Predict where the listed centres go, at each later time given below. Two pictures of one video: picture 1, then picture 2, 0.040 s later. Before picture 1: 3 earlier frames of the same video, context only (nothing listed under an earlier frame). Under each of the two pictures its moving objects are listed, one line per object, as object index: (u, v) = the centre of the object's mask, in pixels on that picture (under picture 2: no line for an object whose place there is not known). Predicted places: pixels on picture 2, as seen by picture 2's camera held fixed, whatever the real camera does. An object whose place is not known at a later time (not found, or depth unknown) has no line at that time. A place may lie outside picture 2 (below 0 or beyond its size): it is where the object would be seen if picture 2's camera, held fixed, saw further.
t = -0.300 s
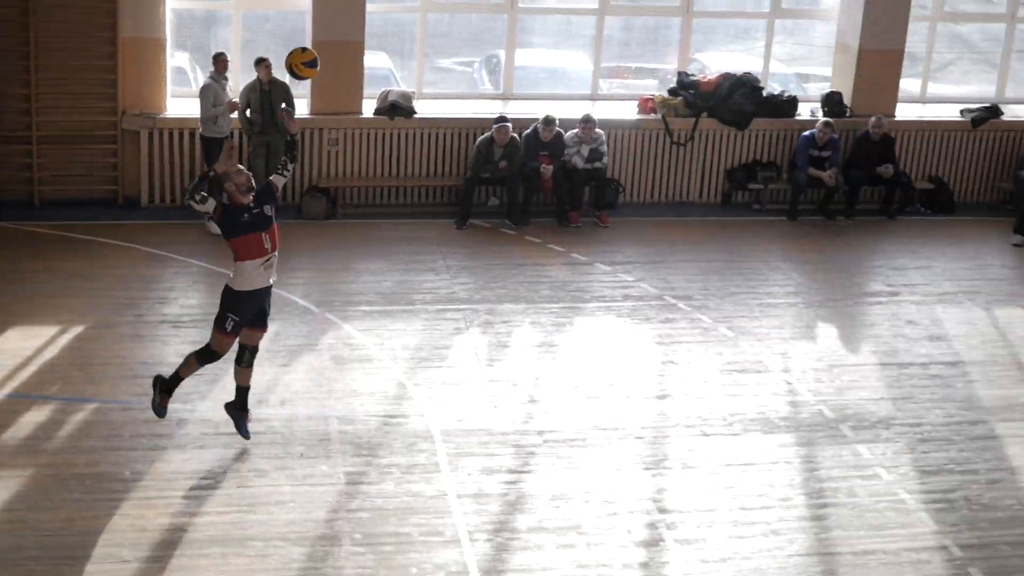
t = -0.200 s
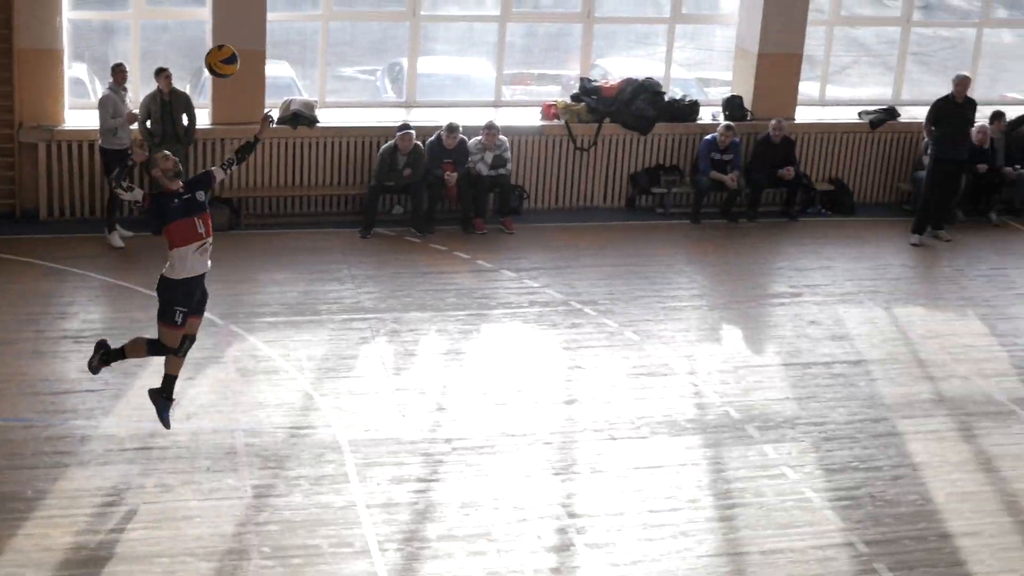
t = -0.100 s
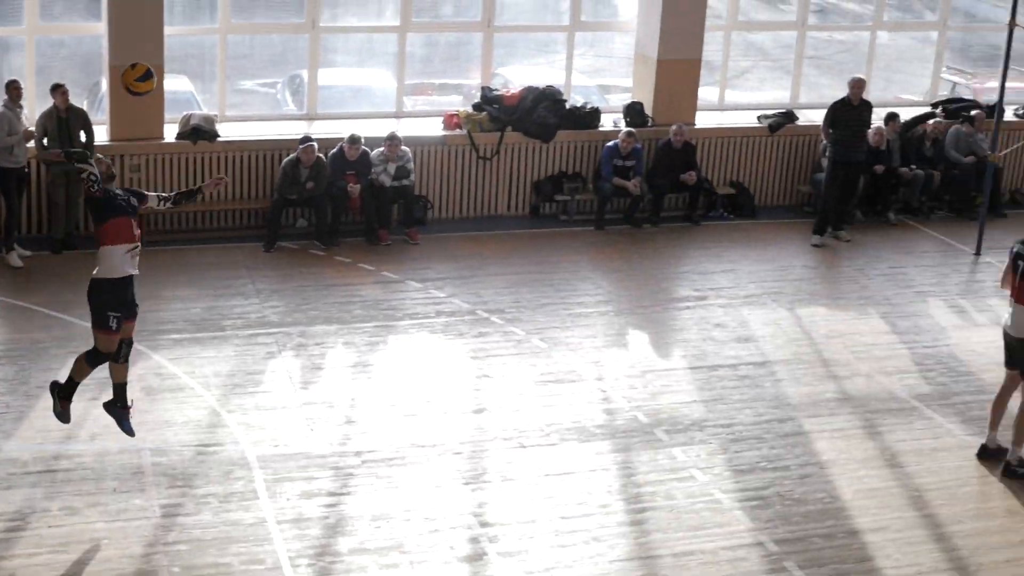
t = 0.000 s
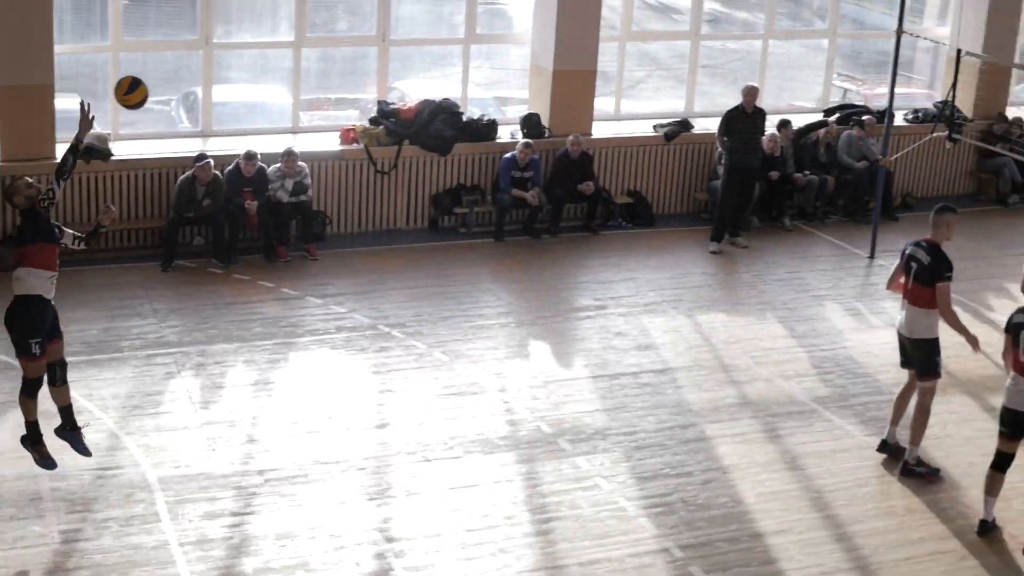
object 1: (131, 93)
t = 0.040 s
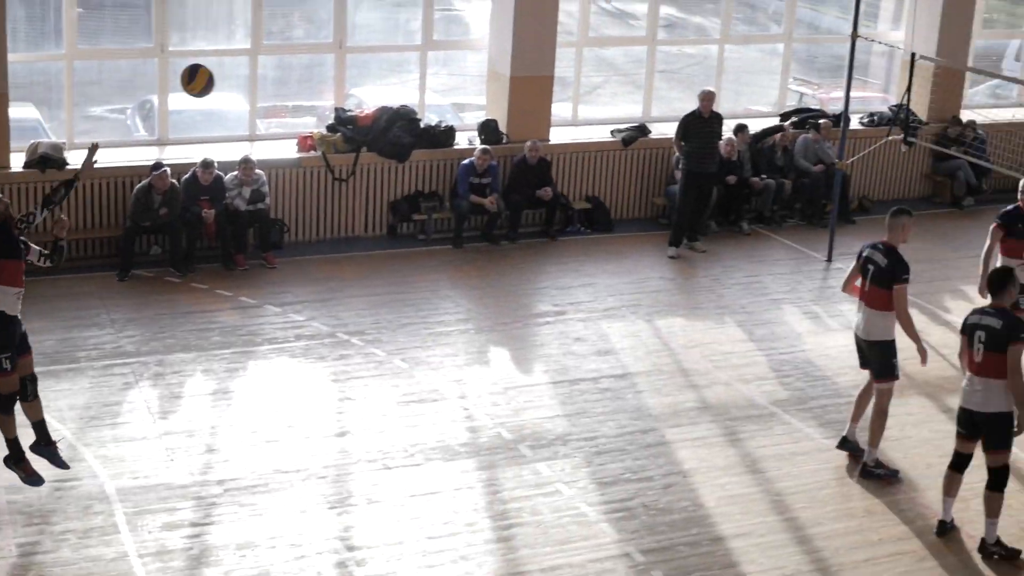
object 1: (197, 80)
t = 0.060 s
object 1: (250, 72)
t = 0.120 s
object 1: (404, 48)
